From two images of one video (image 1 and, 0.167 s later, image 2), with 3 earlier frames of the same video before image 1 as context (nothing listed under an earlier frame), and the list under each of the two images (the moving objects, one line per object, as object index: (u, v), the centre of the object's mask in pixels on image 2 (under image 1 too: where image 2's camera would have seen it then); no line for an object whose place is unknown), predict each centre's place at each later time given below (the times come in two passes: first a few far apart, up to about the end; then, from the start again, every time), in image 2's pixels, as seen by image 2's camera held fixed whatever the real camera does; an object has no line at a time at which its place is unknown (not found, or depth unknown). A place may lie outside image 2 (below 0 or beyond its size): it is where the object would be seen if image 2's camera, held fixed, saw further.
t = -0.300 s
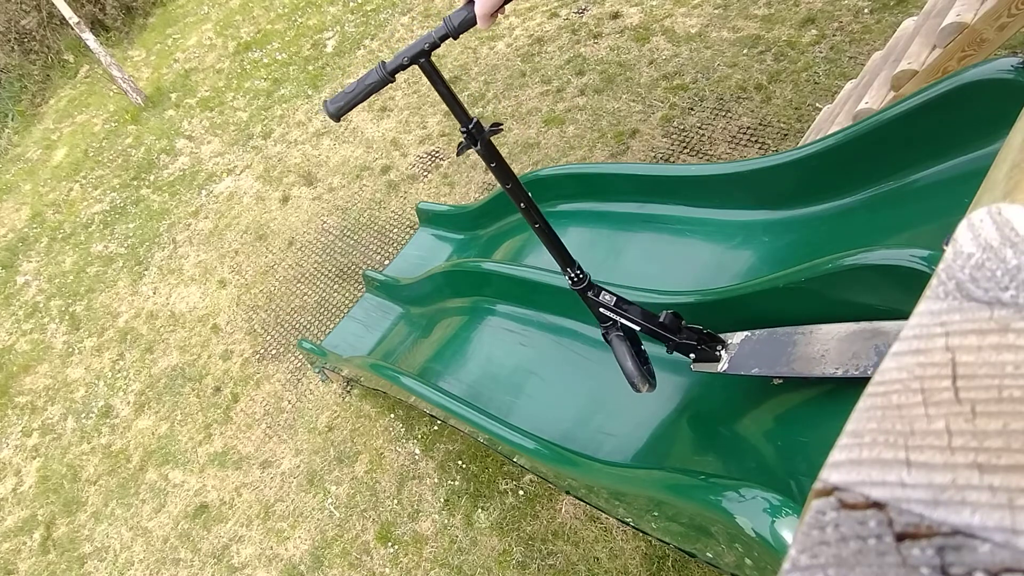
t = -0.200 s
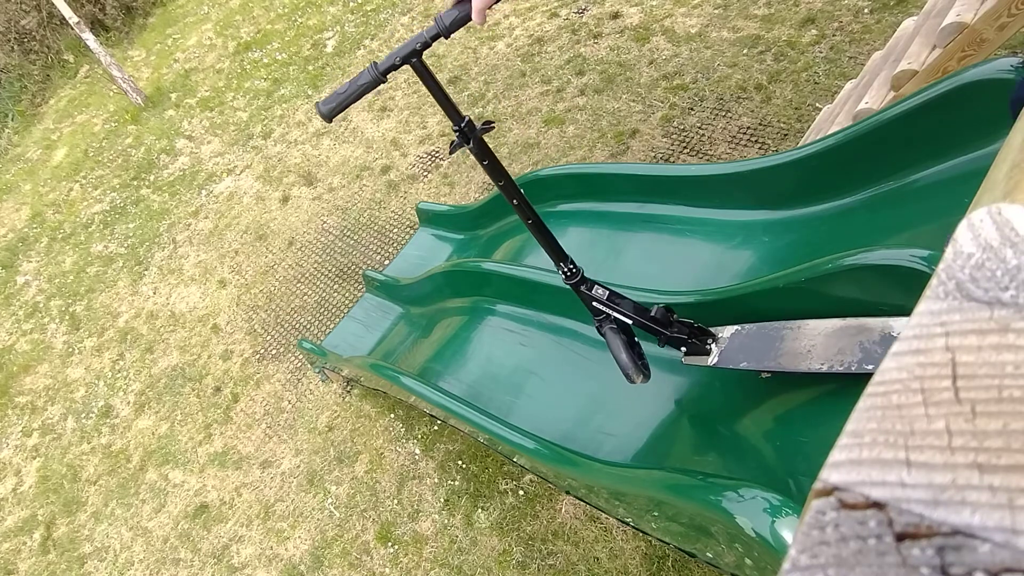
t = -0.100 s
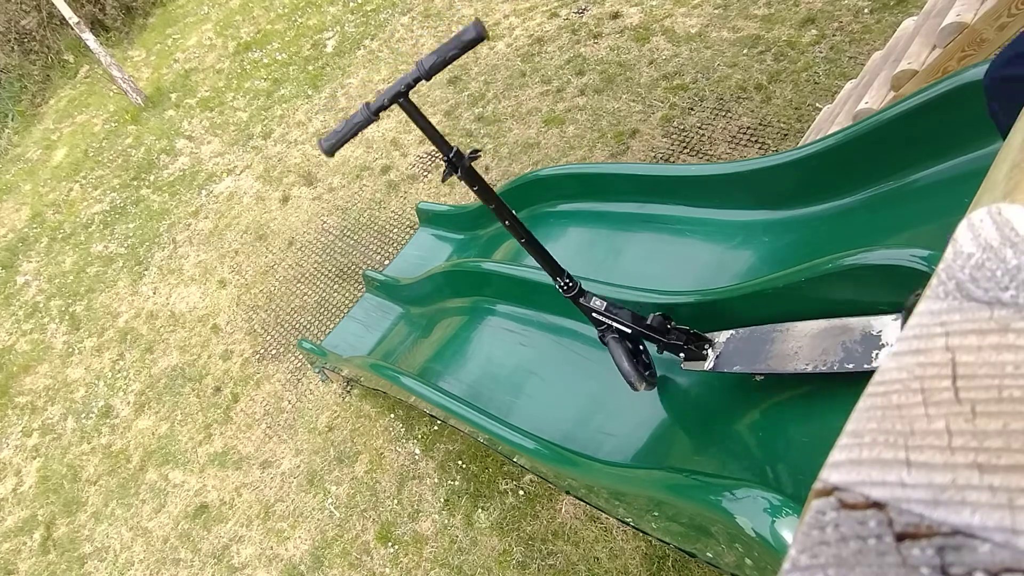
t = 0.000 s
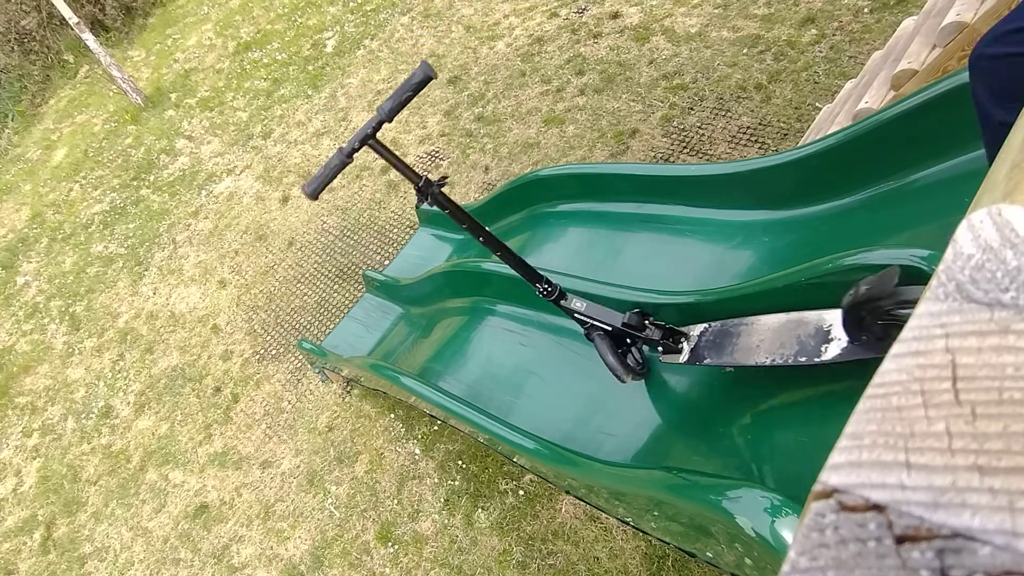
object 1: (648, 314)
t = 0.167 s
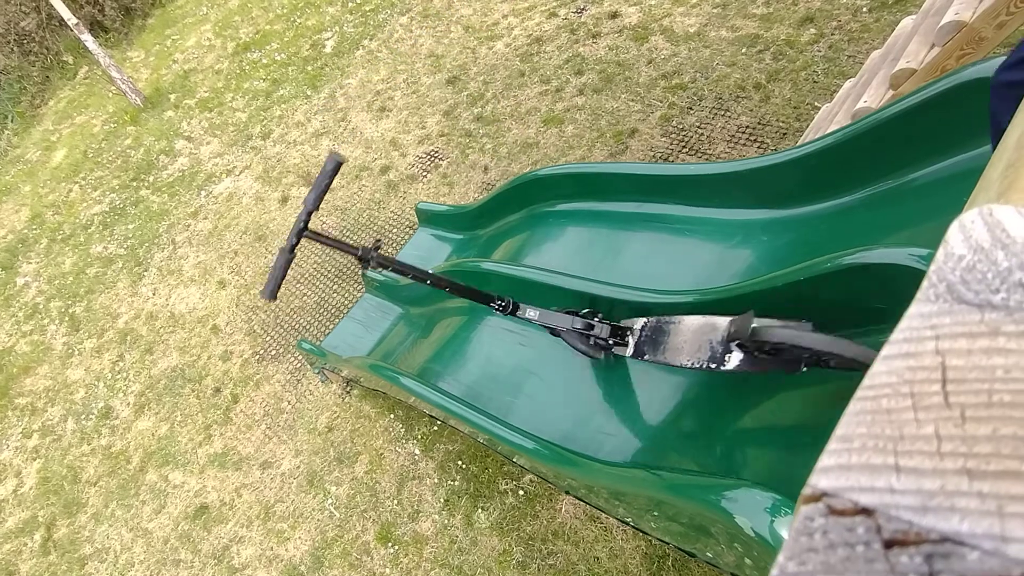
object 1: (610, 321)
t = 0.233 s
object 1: (566, 337)
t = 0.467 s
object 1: (499, 344)
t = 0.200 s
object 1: (579, 324)
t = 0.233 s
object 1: (566, 337)
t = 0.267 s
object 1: (555, 348)
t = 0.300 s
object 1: (554, 354)
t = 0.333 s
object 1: (540, 356)
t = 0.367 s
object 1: (531, 360)
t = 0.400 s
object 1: (516, 359)
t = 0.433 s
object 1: (511, 350)
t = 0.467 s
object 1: (499, 344)
